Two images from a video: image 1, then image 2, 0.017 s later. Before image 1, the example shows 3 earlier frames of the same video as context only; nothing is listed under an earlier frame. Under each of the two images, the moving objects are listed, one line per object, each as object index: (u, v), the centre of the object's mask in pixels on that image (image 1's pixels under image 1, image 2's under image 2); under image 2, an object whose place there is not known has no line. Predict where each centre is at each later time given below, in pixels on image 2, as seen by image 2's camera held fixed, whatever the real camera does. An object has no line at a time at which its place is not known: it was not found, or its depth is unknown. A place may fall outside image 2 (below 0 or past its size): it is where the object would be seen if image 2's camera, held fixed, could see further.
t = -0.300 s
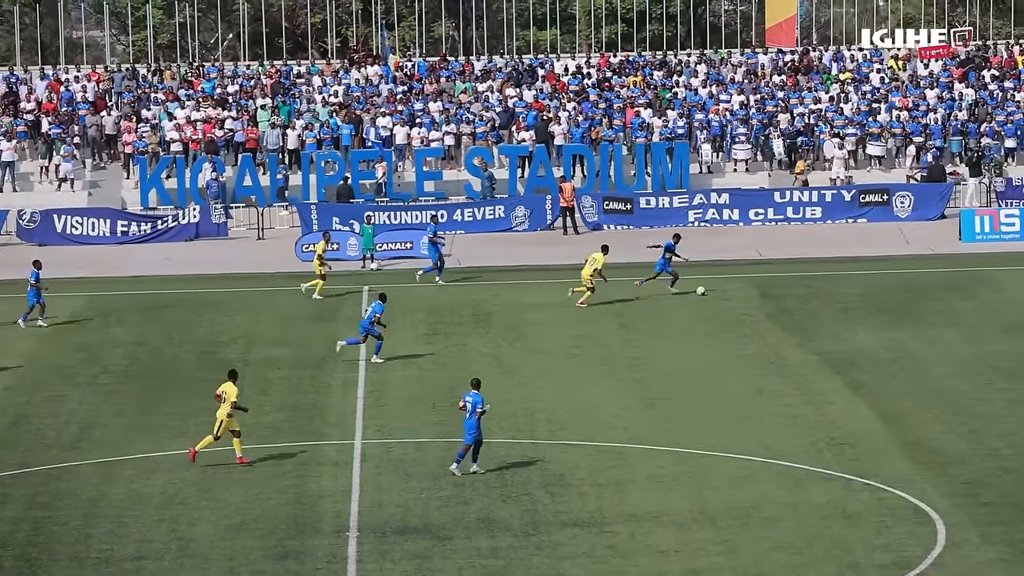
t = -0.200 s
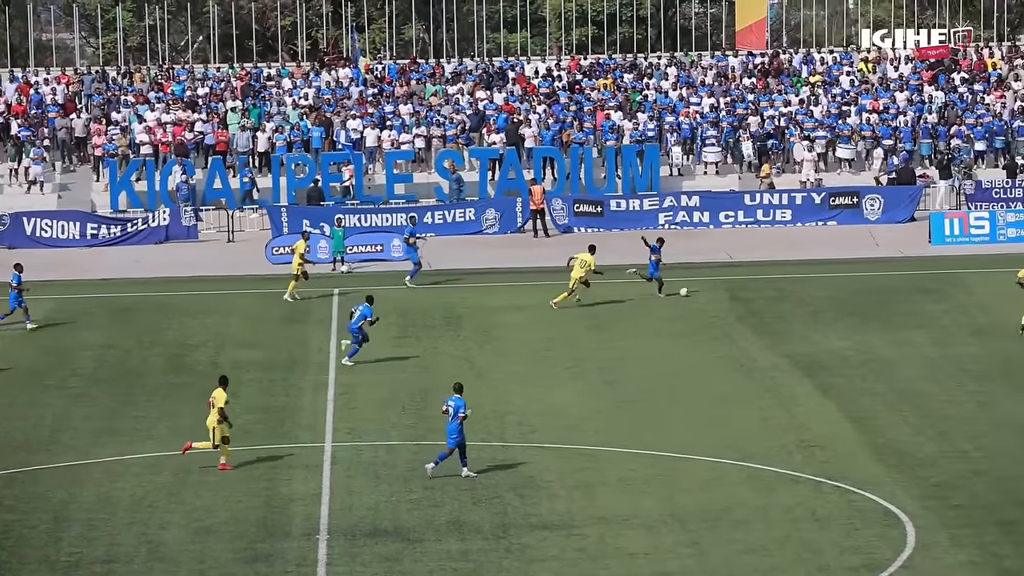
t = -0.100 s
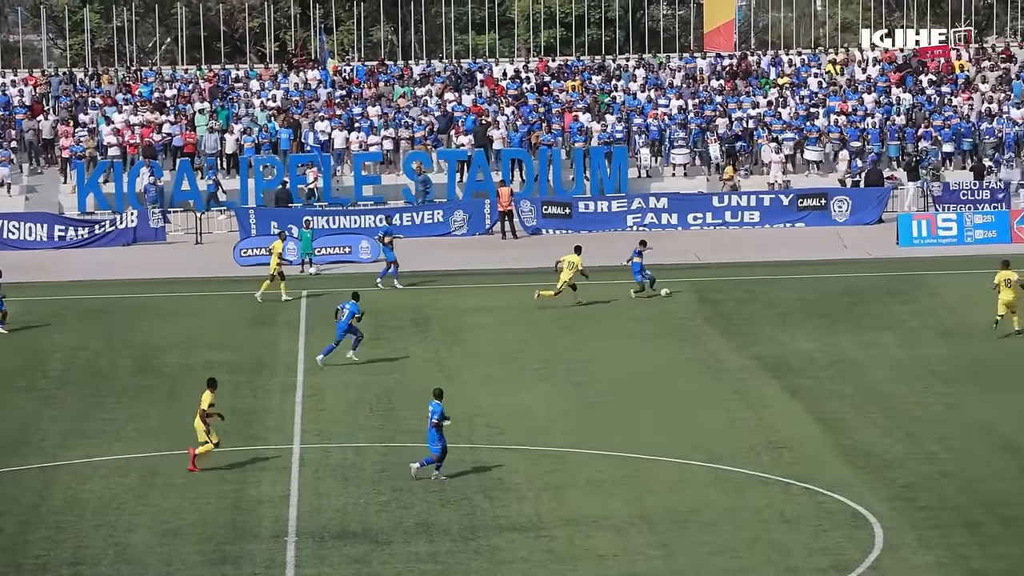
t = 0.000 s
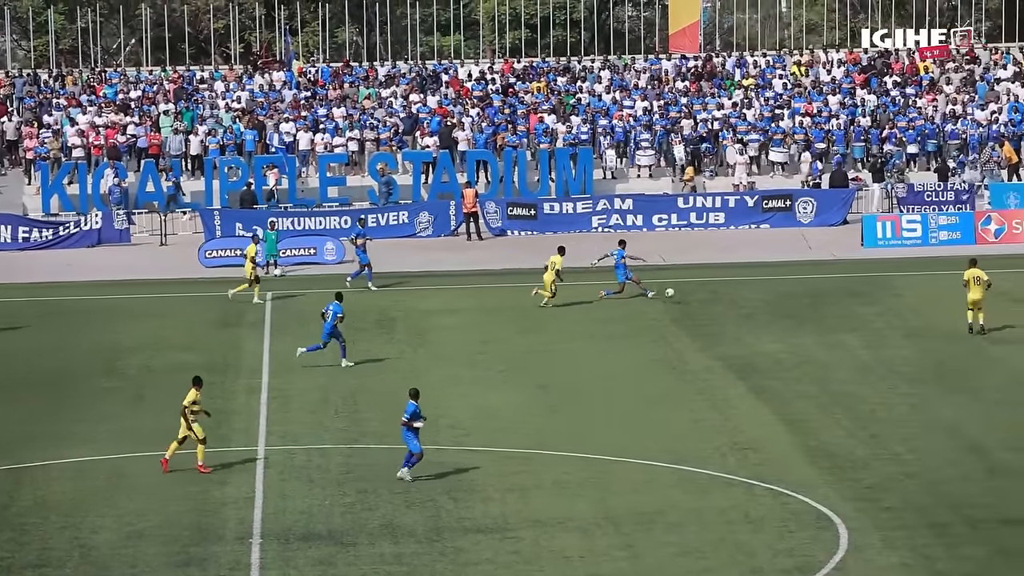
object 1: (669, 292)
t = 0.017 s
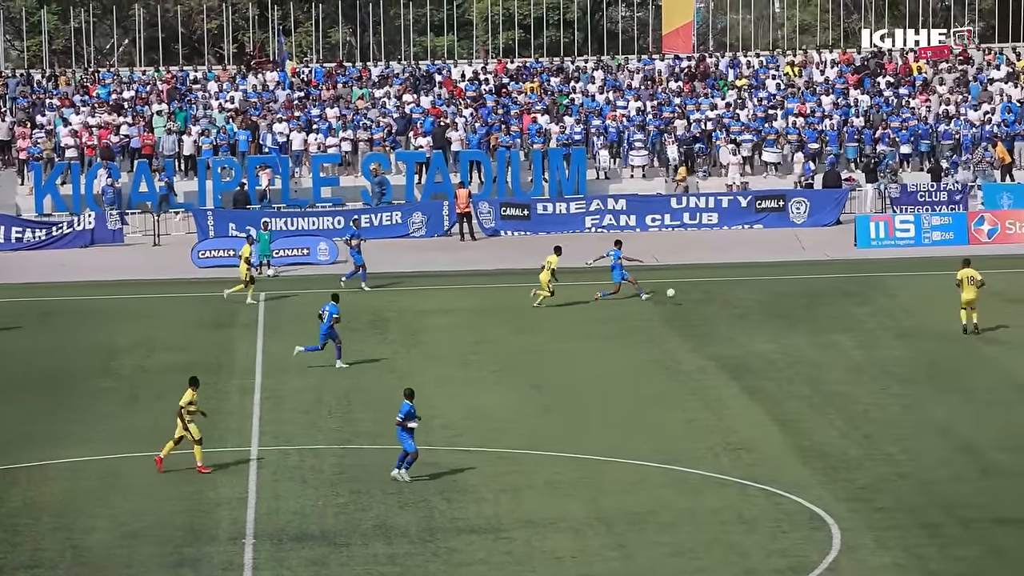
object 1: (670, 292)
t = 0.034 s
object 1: (676, 292)
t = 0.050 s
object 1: (683, 292)
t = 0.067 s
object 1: (689, 293)
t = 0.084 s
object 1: (695, 293)
